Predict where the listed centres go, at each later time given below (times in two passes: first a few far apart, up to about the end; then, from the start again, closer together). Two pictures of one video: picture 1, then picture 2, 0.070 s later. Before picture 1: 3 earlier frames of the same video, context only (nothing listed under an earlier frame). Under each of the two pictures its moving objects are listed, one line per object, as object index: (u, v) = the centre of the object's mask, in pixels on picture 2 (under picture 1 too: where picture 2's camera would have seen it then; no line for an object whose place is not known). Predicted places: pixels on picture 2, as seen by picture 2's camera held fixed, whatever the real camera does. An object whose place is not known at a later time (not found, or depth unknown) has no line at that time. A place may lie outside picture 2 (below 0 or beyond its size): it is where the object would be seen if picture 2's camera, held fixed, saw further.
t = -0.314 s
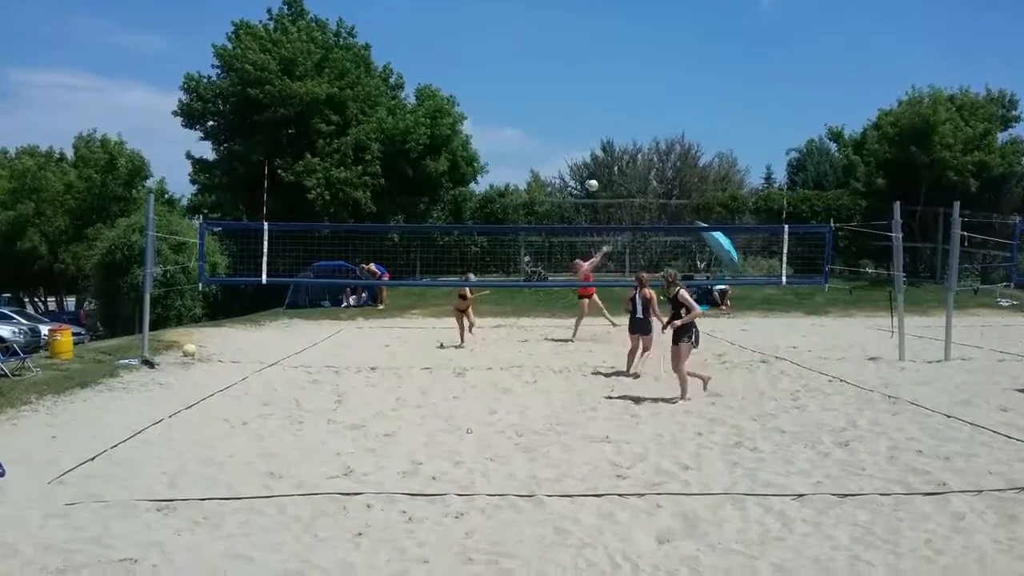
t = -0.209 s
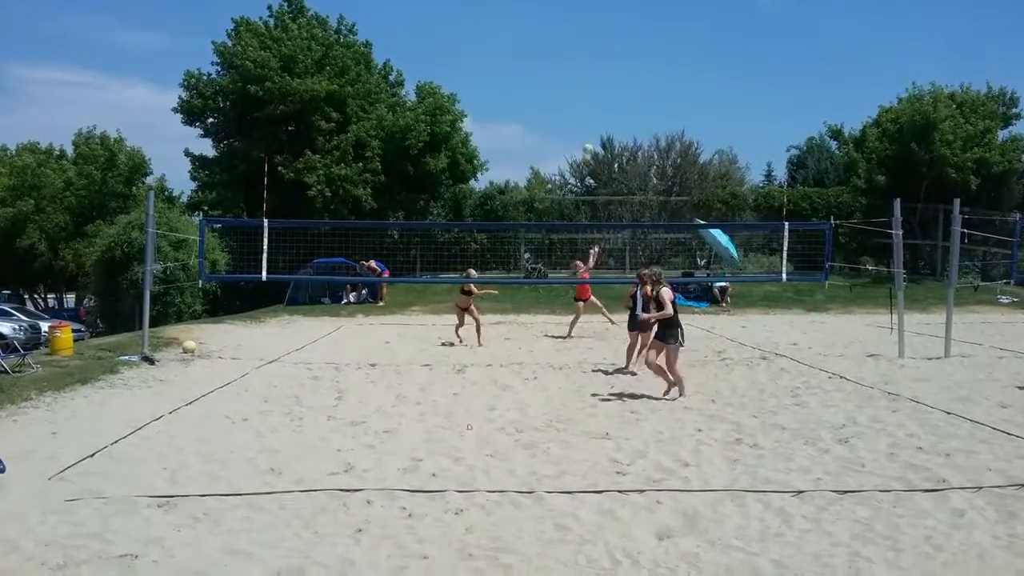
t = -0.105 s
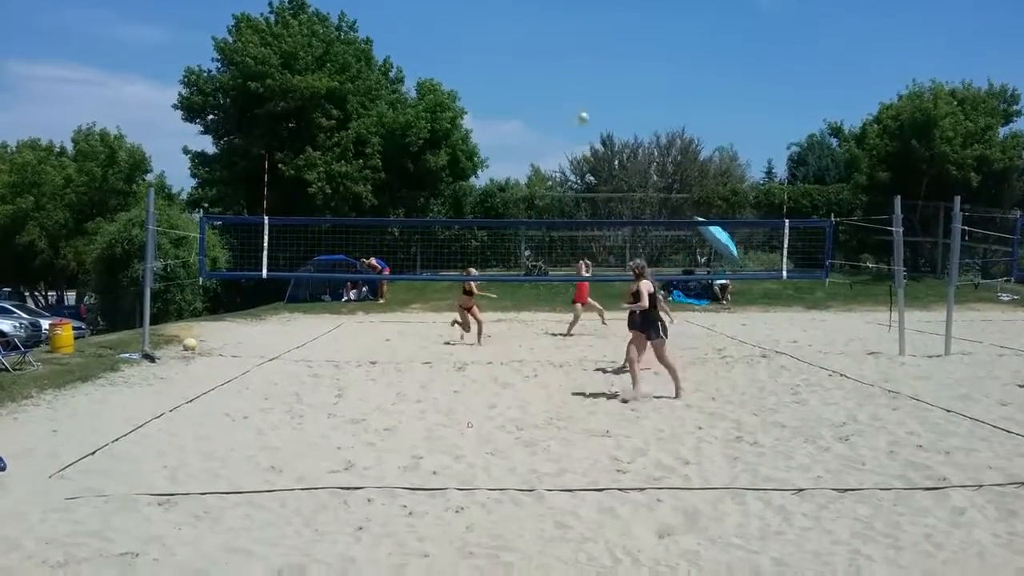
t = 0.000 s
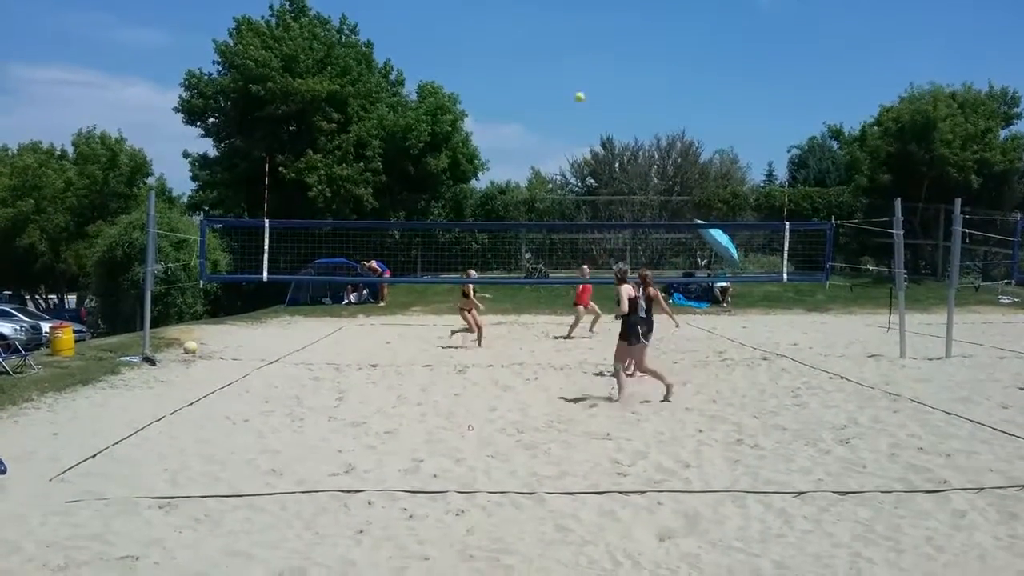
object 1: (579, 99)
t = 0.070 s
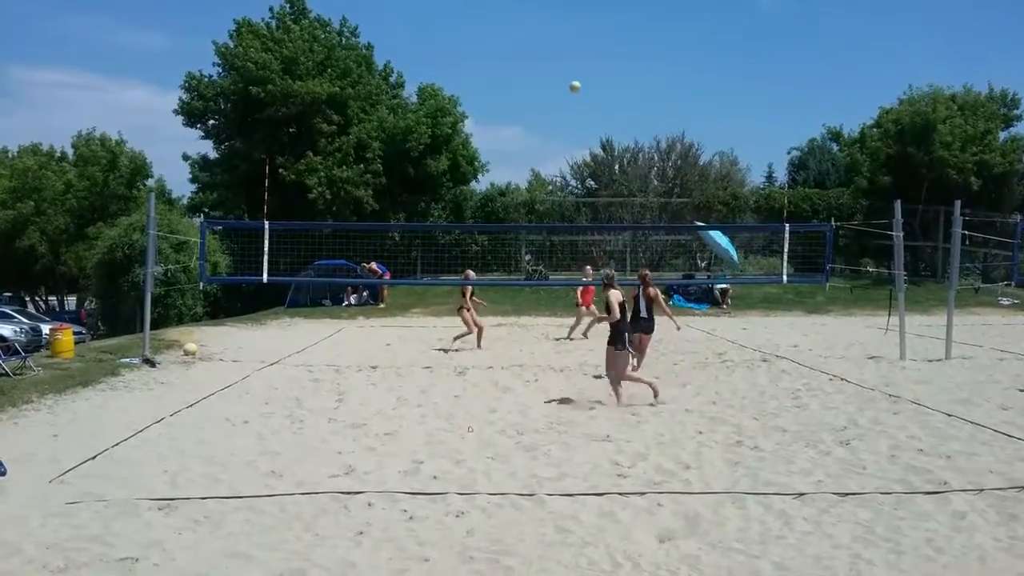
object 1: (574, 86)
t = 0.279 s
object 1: (564, 61)
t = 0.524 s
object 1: (553, 61)
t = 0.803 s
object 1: (541, 96)
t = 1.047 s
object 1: (531, 159)
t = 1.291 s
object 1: (523, 261)
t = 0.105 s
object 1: (573, 80)
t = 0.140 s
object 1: (571, 76)
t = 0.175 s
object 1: (569, 72)
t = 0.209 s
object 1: (568, 67)
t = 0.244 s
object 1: (566, 64)
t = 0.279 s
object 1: (564, 61)
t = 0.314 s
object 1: (563, 59)
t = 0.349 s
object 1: (561, 58)
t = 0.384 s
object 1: (560, 57)
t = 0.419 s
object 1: (557, 57)
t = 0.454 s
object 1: (555, 57)
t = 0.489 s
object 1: (554, 59)
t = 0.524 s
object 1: (553, 61)
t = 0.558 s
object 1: (551, 63)
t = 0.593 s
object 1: (549, 66)
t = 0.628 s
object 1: (548, 69)
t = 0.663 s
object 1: (546, 74)
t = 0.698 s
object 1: (545, 79)
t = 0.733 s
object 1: (544, 84)
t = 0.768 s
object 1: (543, 90)
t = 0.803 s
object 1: (541, 96)
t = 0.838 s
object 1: (540, 104)
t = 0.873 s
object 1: (538, 111)
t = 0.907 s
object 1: (538, 119)
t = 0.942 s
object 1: (536, 128)
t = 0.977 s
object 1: (534, 138)
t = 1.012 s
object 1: (533, 148)
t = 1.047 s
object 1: (531, 159)
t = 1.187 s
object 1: (526, 218)
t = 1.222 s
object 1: (525, 234)
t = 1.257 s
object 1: (524, 246)
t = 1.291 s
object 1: (523, 261)
